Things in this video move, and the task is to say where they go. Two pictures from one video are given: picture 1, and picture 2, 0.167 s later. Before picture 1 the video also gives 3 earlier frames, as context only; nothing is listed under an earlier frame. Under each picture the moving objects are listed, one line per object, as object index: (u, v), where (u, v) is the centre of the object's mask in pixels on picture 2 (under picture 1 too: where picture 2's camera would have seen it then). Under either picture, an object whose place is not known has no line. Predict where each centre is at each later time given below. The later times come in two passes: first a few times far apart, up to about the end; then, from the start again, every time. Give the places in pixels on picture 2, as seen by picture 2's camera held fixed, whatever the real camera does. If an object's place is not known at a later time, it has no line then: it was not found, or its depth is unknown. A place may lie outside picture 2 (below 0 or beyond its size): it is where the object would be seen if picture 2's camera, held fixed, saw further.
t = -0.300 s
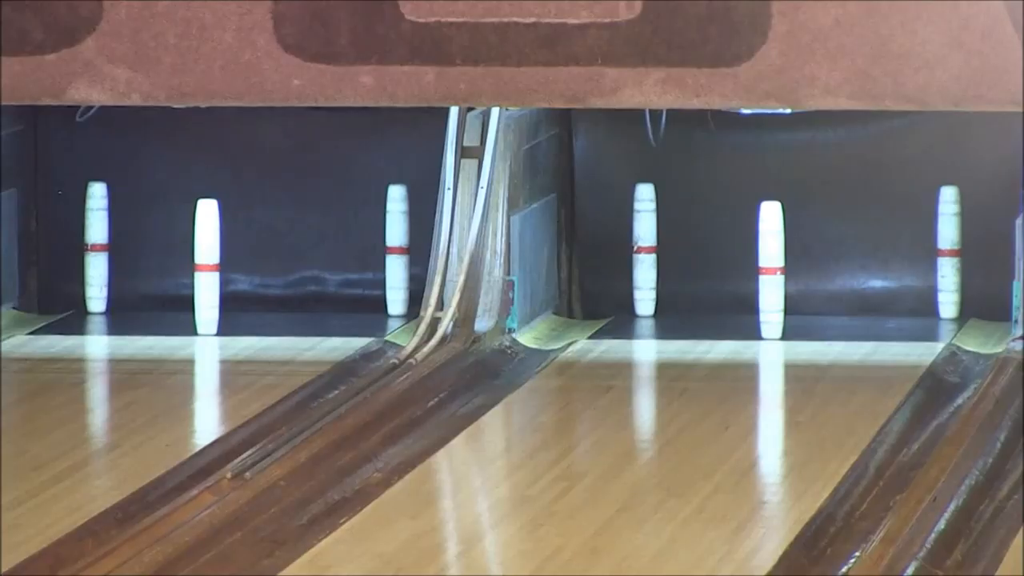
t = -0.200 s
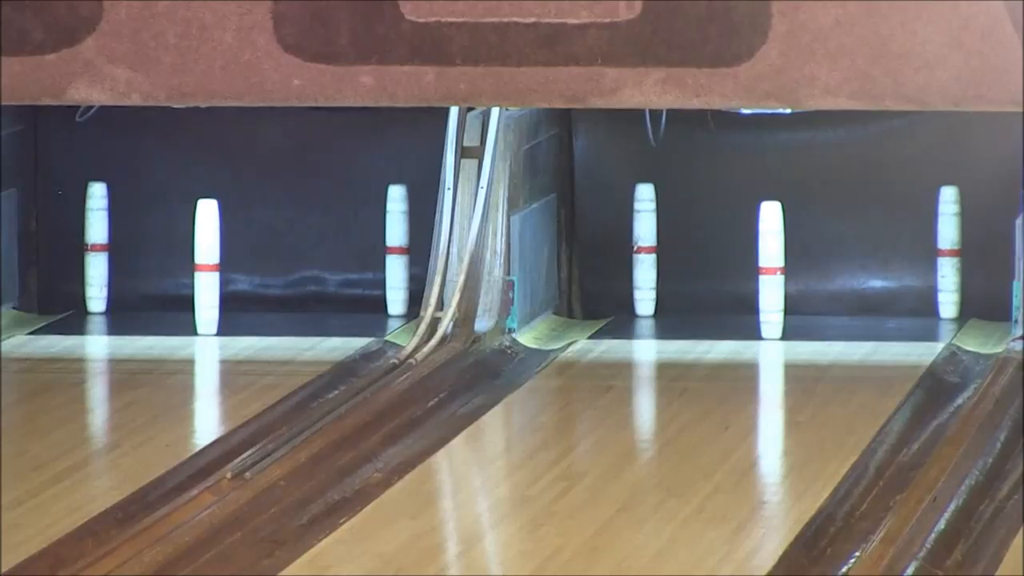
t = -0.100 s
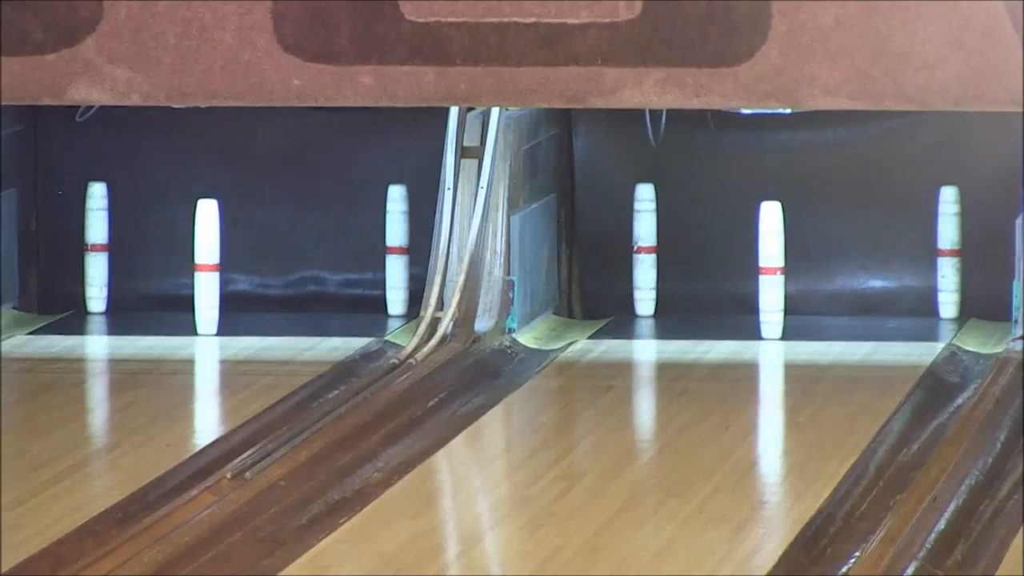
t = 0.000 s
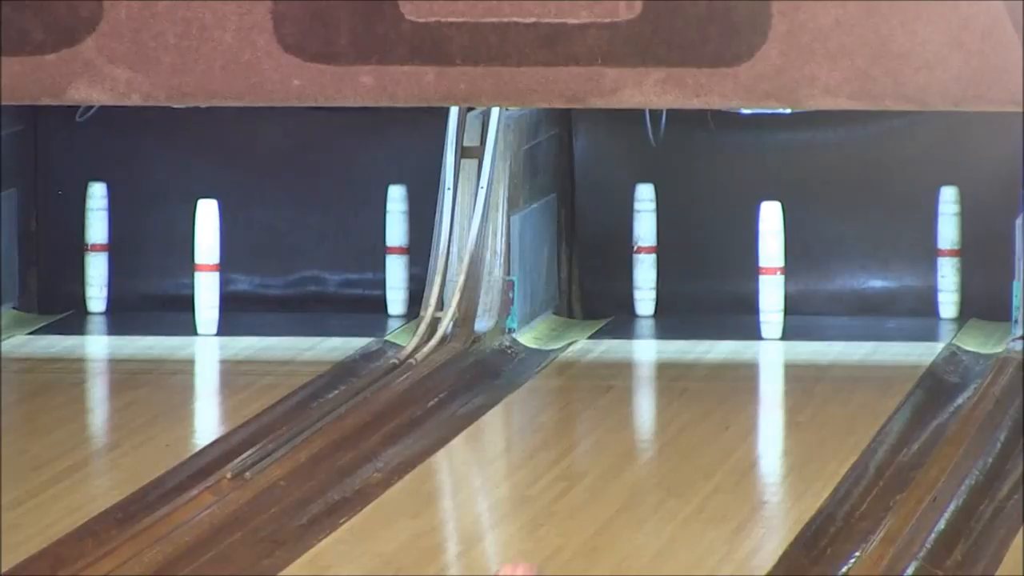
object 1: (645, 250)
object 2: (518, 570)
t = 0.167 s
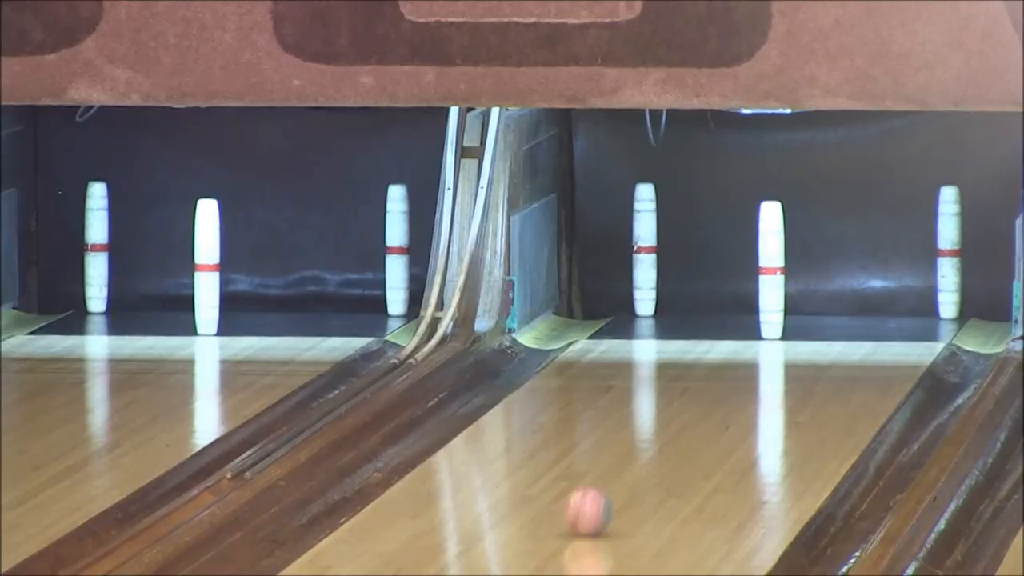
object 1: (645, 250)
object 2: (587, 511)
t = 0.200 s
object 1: (645, 250)
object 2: (600, 498)
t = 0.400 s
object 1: (645, 249)
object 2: (662, 426)
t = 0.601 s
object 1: (645, 250)
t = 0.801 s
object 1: (645, 250)
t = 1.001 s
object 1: (614, 249)
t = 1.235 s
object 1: (705, 300)
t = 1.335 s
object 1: (735, 303)
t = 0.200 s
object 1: (645, 250)
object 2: (600, 498)
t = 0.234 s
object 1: (645, 250)
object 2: (611, 485)
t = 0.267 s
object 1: (645, 250)
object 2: (623, 473)
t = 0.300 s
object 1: (645, 250)
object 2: (633, 461)
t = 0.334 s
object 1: (645, 250)
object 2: (643, 449)
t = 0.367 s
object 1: (645, 250)
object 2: (653, 438)
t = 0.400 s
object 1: (645, 249)
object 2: (662, 426)
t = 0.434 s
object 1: (645, 250)
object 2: (671, 416)
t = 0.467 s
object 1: (645, 250)
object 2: (678, 404)
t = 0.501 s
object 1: (645, 250)
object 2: (688, 395)
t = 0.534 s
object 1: (645, 250)
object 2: (696, 385)
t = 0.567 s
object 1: (645, 250)
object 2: (704, 376)
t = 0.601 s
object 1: (645, 250)
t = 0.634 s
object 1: (645, 250)
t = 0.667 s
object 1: (645, 250)
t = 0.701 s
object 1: (645, 250)
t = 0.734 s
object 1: (645, 250)
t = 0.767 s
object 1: (645, 250)
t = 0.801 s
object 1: (645, 250)
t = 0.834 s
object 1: (645, 250)
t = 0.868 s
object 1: (645, 250)
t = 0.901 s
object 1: (645, 250)
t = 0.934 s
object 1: (640, 255)
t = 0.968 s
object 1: (620, 248)
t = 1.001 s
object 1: (614, 249)
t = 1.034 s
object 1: (628, 261)
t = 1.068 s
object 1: (642, 277)
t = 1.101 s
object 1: (660, 292)
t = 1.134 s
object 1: (670, 300)
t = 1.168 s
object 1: (681, 298)
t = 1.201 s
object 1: (693, 297)
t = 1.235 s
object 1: (705, 300)
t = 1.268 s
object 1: (717, 301)
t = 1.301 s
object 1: (727, 302)
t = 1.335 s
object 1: (735, 303)
